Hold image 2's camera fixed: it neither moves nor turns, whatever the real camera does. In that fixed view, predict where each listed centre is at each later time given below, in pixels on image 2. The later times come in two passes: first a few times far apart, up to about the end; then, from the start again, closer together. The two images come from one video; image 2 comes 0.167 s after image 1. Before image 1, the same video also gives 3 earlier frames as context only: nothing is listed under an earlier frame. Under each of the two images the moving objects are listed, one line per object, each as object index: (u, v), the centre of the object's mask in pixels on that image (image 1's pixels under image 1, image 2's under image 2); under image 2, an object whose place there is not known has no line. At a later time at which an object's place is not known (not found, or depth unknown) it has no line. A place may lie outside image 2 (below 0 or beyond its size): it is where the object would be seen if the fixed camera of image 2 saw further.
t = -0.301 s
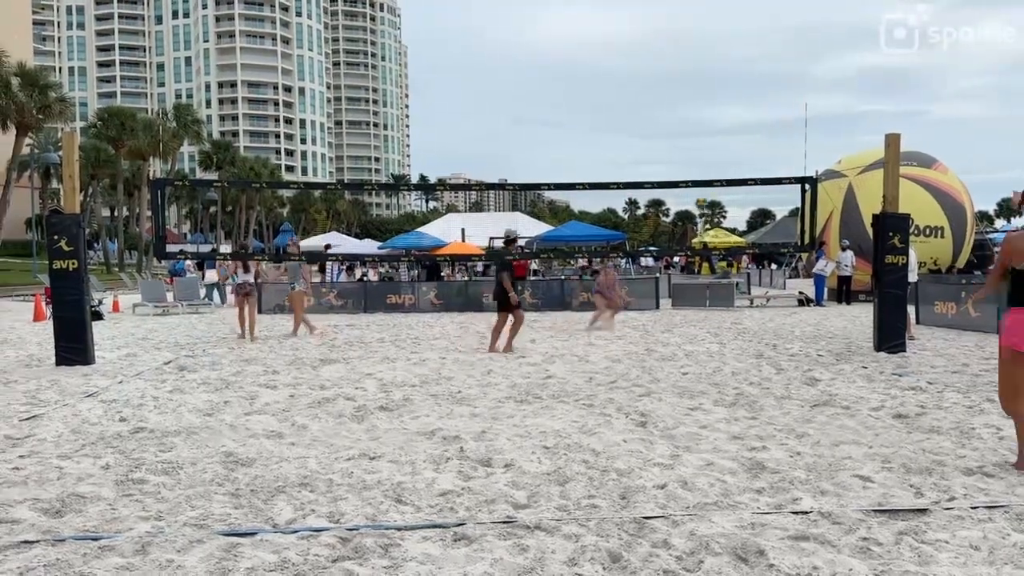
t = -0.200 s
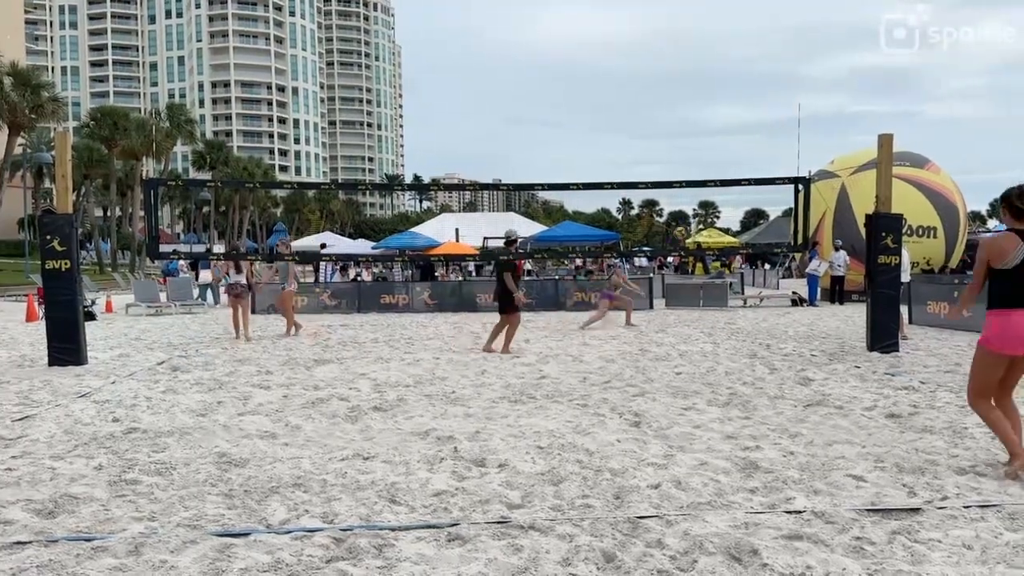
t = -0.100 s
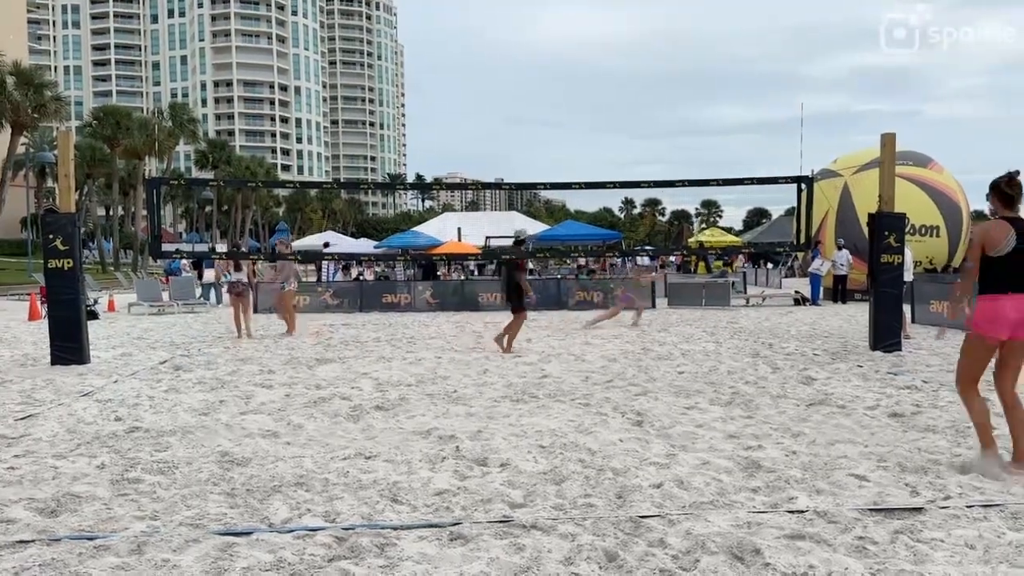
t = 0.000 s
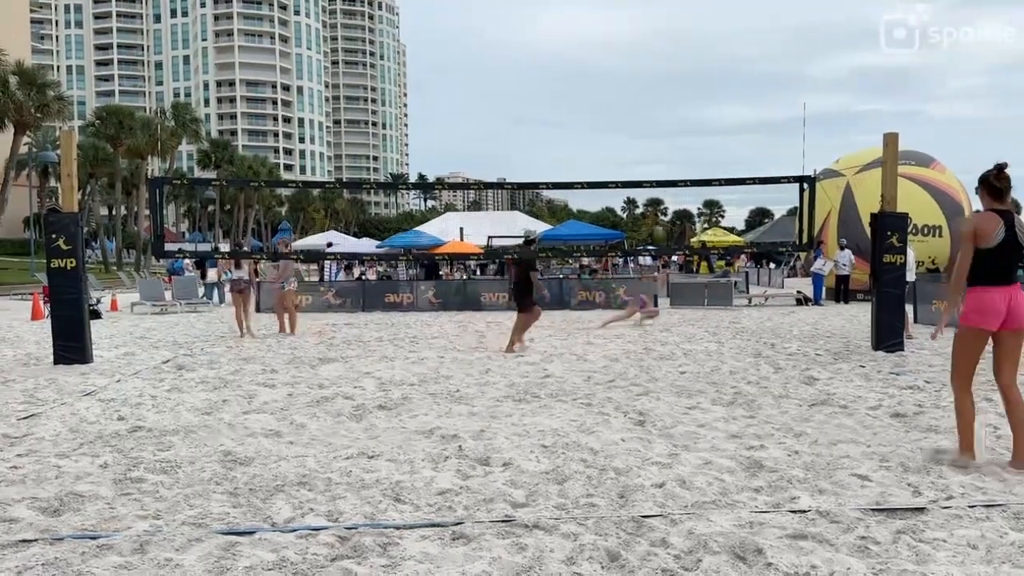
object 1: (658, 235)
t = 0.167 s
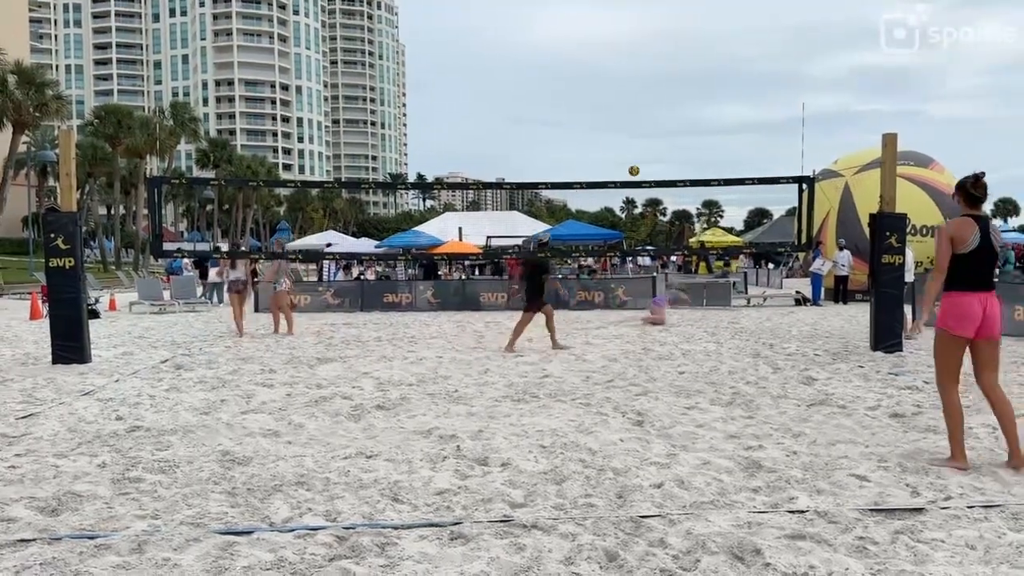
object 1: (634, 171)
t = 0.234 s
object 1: (624, 150)
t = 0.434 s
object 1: (598, 105)
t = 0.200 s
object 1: (629, 160)
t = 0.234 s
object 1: (624, 150)
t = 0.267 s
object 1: (620, 141)
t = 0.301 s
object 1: (616, 133)
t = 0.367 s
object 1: (606, 118)
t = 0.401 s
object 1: (602, 111)
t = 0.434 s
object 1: (598, 105)
